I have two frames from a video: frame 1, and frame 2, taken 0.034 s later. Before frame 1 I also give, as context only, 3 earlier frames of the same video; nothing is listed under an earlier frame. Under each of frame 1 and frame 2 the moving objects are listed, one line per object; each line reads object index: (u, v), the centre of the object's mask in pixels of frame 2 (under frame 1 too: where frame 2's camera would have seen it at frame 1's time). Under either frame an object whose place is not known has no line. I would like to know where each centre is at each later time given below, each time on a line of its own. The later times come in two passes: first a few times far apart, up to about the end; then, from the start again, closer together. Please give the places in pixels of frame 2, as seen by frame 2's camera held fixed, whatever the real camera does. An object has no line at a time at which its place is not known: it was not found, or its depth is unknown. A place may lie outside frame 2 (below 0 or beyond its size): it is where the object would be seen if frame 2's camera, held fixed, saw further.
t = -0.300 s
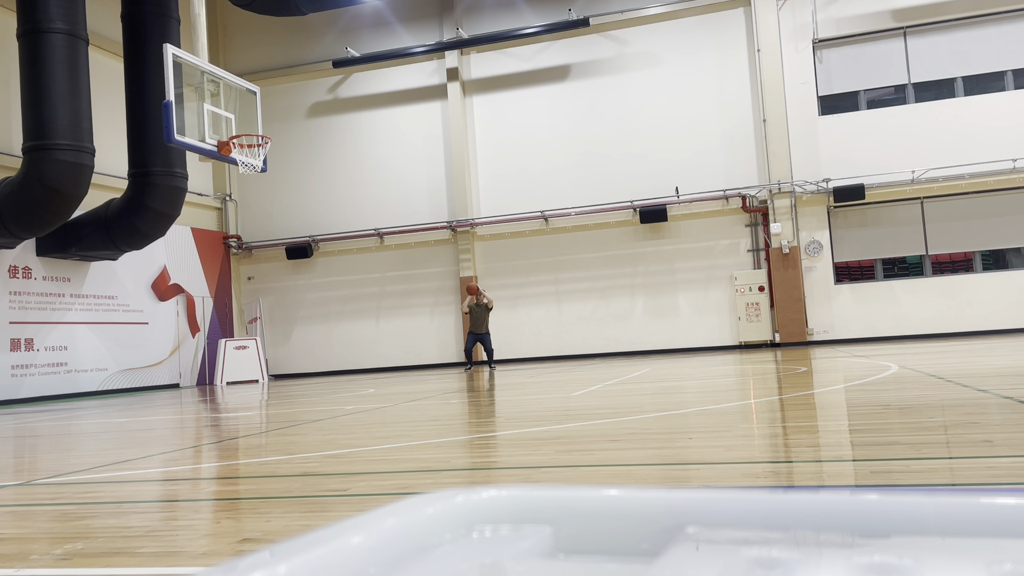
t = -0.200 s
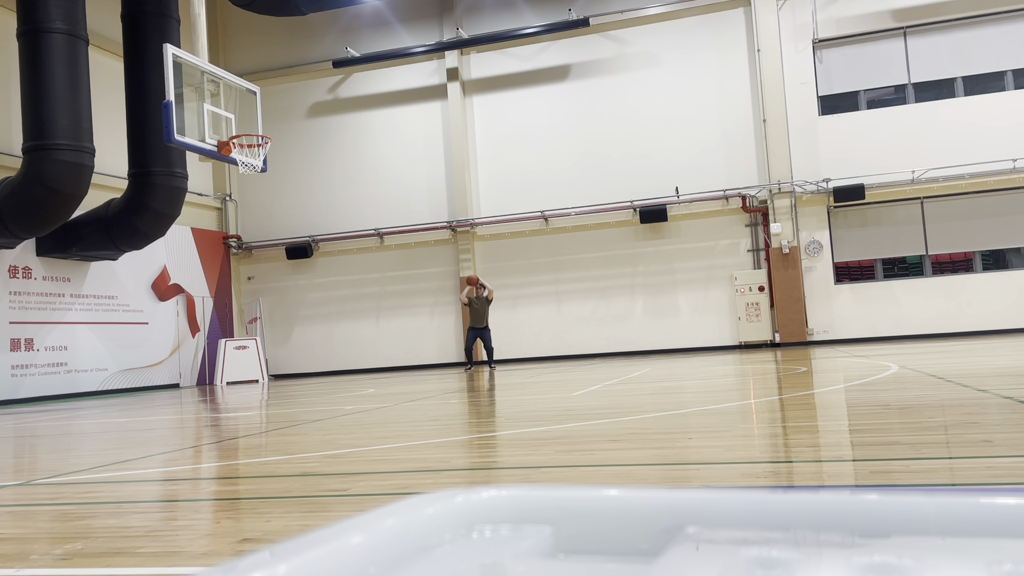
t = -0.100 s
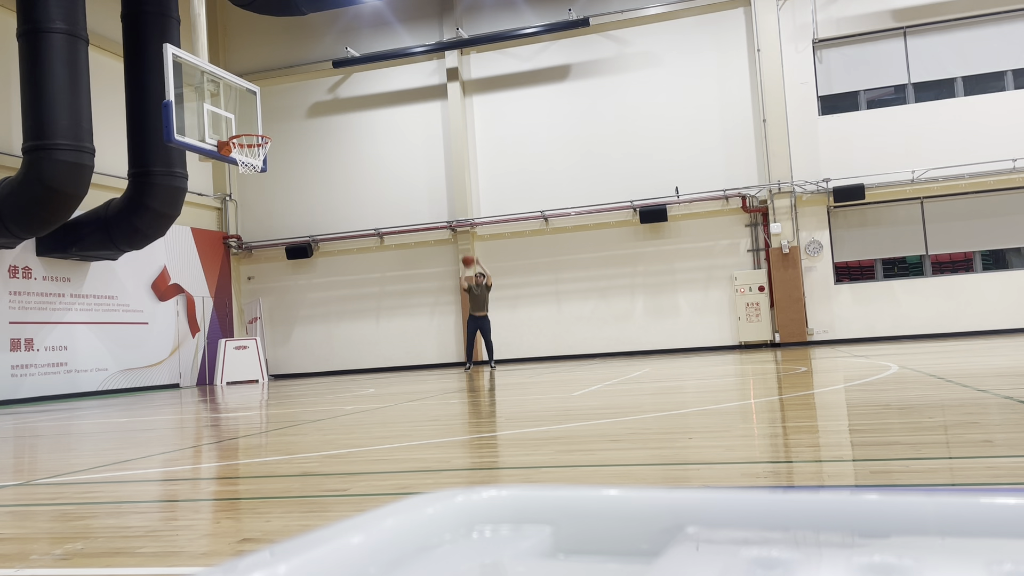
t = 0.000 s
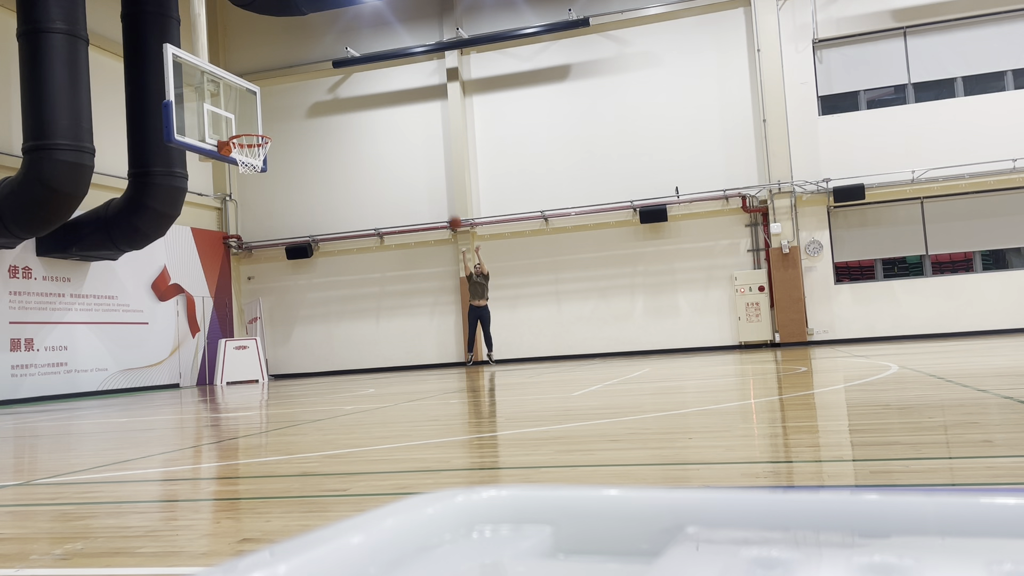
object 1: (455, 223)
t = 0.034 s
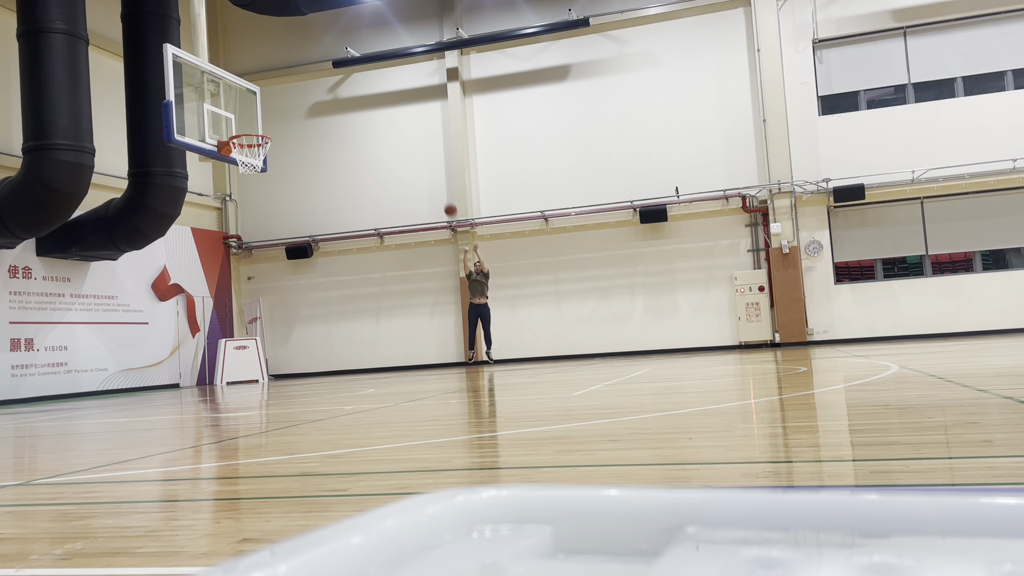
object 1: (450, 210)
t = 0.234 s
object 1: (421, 144)
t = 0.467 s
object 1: (385, 89)
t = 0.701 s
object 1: (345, 59)
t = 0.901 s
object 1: (307, 59)
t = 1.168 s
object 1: (251, 108)
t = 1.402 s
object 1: (219, 72)
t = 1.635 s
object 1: (197, 12)
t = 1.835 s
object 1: (180, 2)
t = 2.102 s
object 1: (156, 25)
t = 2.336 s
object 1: (137, 112)
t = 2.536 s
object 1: (120, 238)
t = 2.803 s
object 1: (93, 356)
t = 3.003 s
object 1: (55, 238)
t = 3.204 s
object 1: (16, 157)
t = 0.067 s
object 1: (446, 198)
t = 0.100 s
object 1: (441, 186)
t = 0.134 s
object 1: (436, 175)
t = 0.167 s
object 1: (431, 164)
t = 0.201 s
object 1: (426, 154)
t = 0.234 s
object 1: (421, 144)
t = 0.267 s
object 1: (416, 135)
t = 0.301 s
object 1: (411, 126)
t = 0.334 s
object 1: (406, 117)
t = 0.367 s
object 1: (400, 109)
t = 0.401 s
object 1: (395, 101)
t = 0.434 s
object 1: (390, 95)
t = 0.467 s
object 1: (385, 89)
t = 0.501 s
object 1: (379, 82)
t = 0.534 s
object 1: (373, 77)
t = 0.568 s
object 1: (367, 72)
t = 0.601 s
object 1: (362, 68)
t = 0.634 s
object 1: (356, 64)
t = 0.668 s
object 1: (350, 61)
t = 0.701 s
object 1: (345, 59)
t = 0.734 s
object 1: (339, 58)
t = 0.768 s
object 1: (332, 56)
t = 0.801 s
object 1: (326, 56)
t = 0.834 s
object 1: (320, 56)
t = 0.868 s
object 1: (314, 58)
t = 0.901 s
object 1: (307, 59)
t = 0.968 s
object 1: (294, 66)
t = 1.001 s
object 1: (287, 70)
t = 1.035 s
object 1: (280, 76)
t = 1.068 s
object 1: (273, 82)
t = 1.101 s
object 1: (267, 90)
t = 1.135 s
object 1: (259, 99)
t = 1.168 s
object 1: (251, 108)
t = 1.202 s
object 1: (244, 119)
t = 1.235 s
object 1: (235, 129)
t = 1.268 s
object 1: (231, 125)
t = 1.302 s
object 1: (228, 111)
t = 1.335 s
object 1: (225, 97)
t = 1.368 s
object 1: (222, 85)
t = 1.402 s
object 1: (219, 72)
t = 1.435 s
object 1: (216, 60)
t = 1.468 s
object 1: (213, 50)
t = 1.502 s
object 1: (210, 41)
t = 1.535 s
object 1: (207, 33)
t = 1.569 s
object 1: (204, 25)
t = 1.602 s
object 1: (201, 18)
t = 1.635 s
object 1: (197, 12)
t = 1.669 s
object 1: (195, 8)
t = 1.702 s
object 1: (192, 6)
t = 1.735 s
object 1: (189, 4)
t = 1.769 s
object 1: (186, 3)
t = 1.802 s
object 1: (183, 2)
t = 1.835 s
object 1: (180, 2)
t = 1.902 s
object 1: (174, 3)
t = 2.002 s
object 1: (165, 8)
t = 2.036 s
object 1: (162, 11)
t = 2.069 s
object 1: (159, 17)
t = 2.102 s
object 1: (156, 25)
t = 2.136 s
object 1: (153, 34)
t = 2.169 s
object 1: (150, 44)
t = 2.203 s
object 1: (147, 55)
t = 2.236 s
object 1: (145, 67)
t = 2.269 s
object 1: (142, 81)
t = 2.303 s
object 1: (139, 96)
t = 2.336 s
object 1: (137, 112)
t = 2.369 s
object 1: (135, 130)
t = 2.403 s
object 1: (132, 148)
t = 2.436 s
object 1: (130, 169)
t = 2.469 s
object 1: (126, 192)
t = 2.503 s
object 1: (123, 215)
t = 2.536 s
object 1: (120, 238)
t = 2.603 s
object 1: (116, 293)
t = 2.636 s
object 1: (113, 323)
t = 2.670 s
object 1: (111, 355)
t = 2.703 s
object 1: (108, 390)
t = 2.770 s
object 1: (99, 380)
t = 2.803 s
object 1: (93, 356)
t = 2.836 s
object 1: (87, 334)
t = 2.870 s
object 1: (80, 313)
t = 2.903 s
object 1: (74, 293)
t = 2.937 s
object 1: (67, 272)
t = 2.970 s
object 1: (61, 253)
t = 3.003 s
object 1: (55, 238)
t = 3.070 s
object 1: (42, 207)
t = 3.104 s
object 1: (35, 193)
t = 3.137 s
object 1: (29, 180)
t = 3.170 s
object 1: (22, 168)
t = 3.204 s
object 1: (16, 157)
